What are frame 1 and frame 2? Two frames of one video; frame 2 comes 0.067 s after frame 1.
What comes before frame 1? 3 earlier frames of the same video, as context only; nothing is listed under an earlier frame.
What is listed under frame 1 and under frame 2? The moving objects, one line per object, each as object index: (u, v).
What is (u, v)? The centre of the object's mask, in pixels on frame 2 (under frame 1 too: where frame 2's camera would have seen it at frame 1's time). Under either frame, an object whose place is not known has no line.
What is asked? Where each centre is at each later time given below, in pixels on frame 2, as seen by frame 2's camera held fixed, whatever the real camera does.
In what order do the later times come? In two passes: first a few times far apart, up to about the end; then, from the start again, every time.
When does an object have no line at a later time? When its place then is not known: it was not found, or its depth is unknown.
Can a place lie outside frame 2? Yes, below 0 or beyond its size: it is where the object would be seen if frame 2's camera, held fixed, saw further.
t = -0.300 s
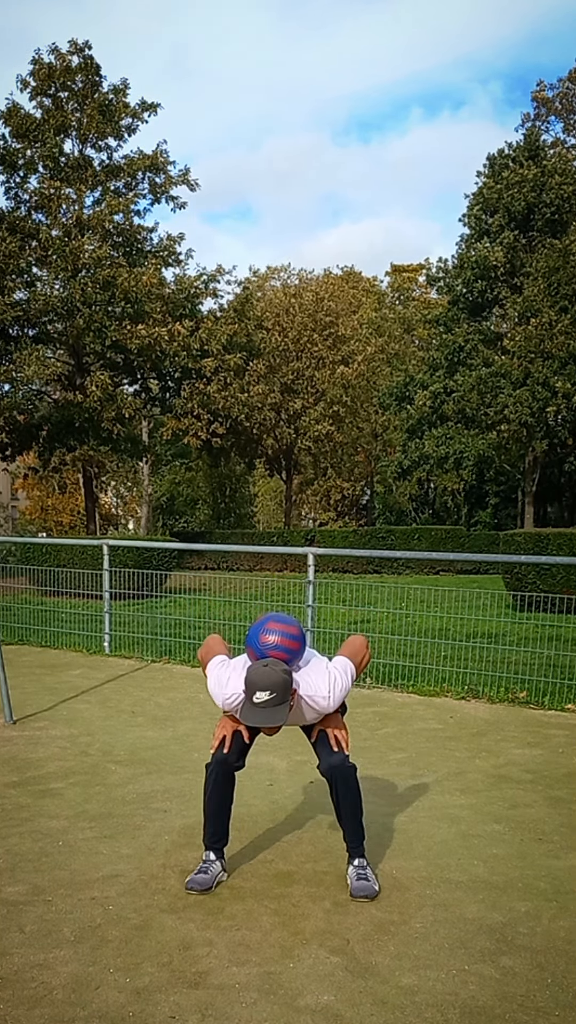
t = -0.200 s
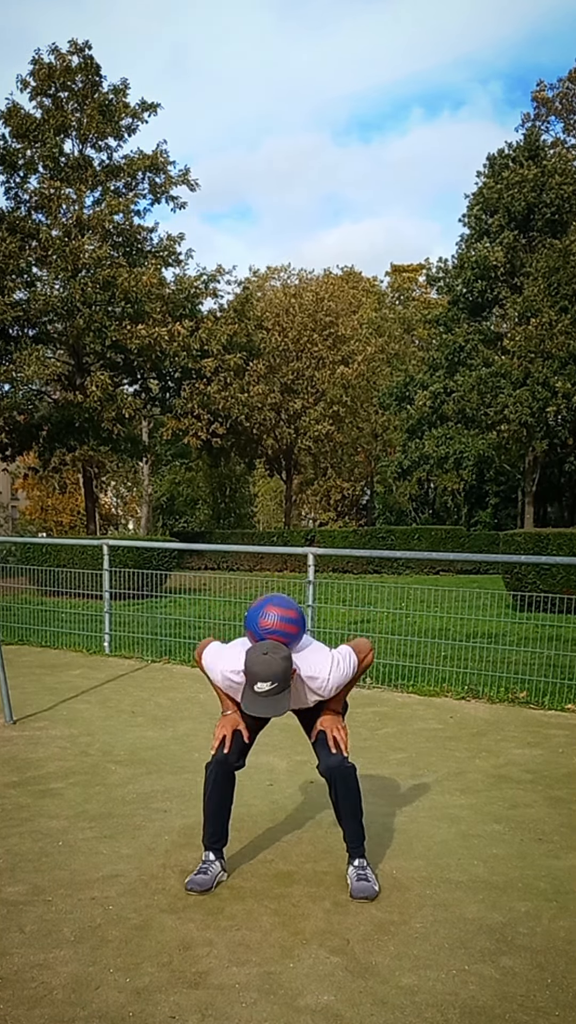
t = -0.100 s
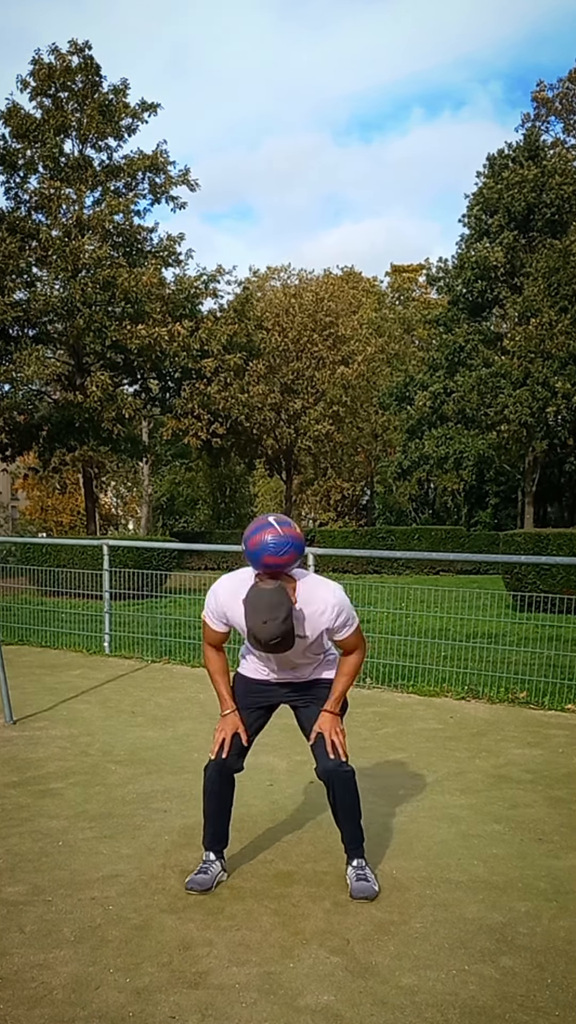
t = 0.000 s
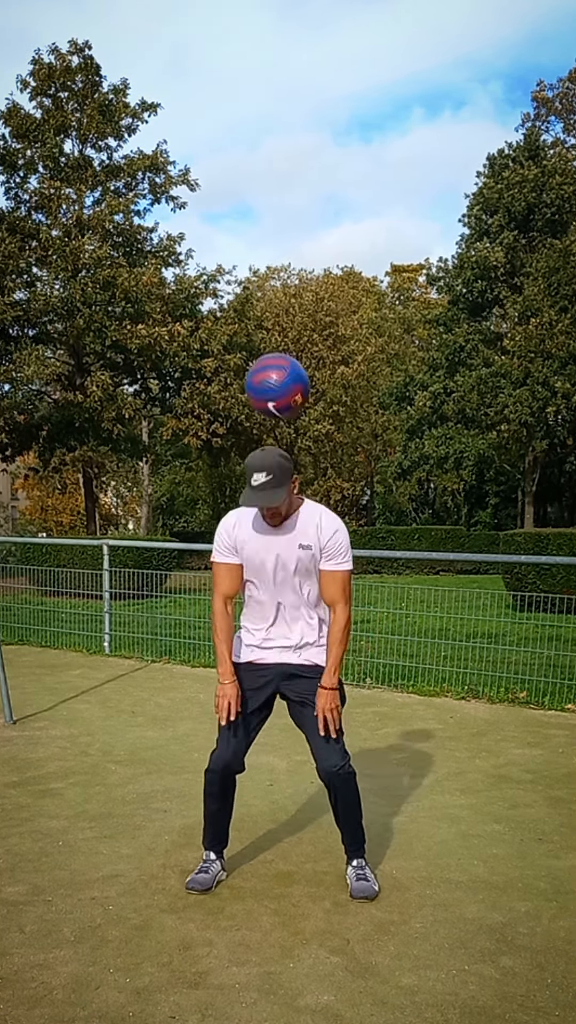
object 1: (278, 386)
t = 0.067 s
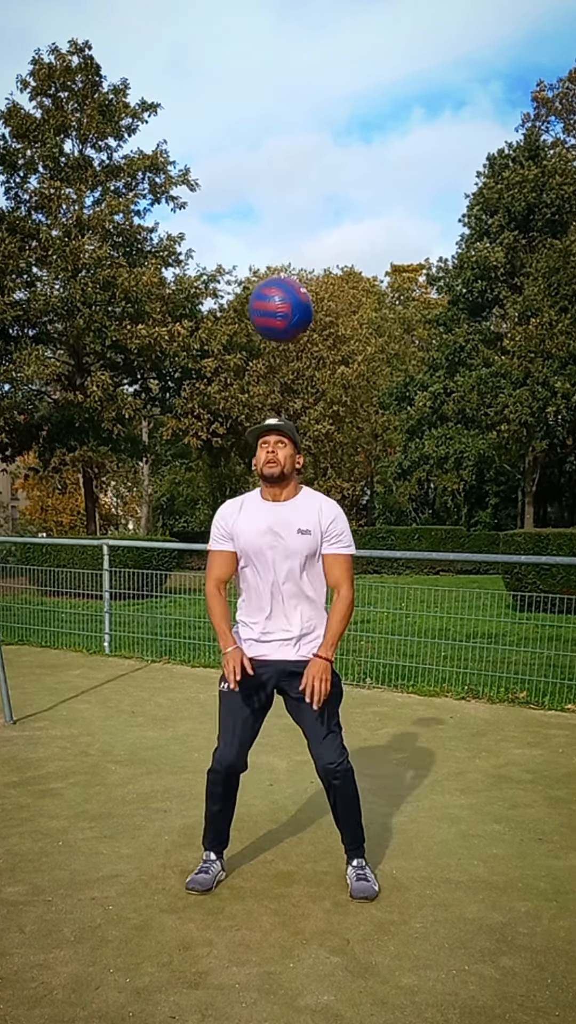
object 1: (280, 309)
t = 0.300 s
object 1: (290, 145)
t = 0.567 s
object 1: (301, 167)
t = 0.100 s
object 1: (282, 276)
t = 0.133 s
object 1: (283, 246)
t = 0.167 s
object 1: (285, 219)
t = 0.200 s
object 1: (286, 195)
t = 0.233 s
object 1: (288, 175)
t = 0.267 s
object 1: (289, 158)
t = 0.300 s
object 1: (290, 145)
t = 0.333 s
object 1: (292, 136)
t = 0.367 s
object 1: (293, 130)
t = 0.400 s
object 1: (295, 127)
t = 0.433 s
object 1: (296, 128)
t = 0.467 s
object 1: (297, 133)
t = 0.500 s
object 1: (298, 141)
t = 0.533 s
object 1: (299, 152)
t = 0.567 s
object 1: (301, 167)
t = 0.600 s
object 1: (302, 184)
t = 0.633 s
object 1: (303, 204)
